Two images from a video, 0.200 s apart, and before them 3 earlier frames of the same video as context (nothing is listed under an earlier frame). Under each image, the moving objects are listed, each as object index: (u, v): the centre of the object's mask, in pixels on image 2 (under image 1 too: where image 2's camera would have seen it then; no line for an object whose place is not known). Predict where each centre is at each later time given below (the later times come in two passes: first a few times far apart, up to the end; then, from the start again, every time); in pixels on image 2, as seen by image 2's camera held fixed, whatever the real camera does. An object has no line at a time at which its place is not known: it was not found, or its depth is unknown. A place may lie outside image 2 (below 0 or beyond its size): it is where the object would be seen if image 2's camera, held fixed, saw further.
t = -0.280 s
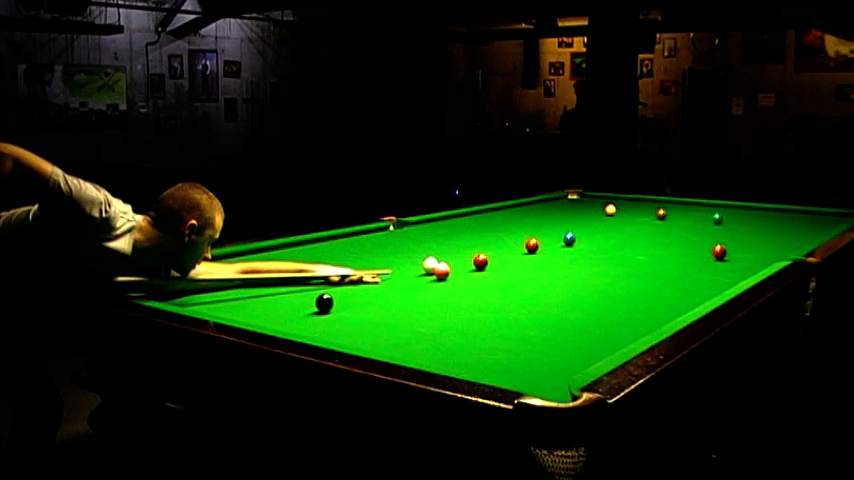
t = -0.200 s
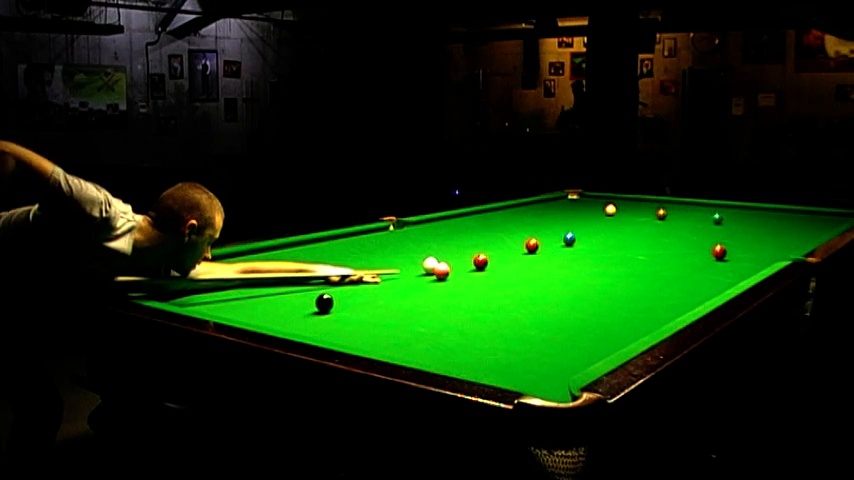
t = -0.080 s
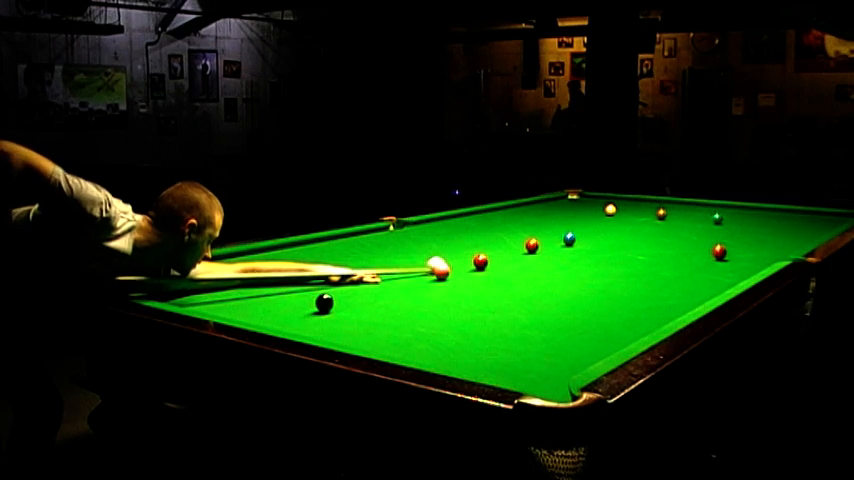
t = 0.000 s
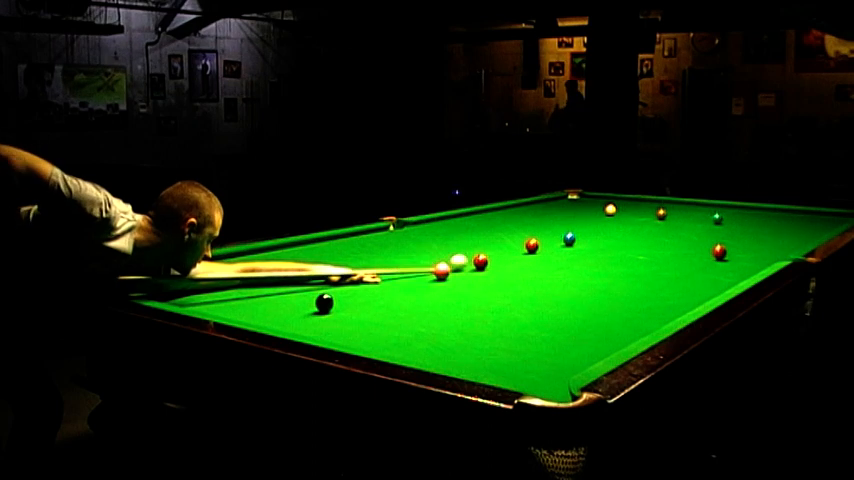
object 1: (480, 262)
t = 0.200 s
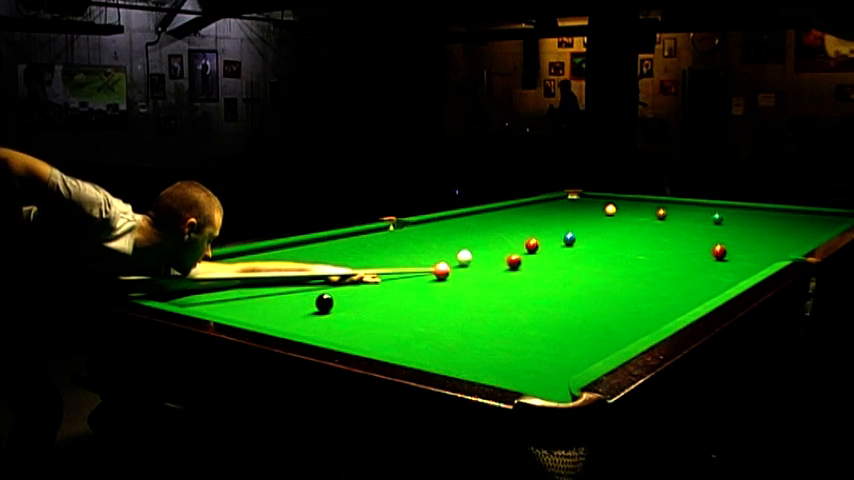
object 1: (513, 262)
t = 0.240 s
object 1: (520, 262)
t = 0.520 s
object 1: (568, 261)
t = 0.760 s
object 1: (606, 261)
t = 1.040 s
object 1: (648, 261)
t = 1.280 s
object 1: (683, 261)
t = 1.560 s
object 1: (721, 261)
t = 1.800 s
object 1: (751, 261)
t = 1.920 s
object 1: (765, 260)
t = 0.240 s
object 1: (520, 262)
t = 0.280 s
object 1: (527, 262)
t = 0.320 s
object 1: (534, 262)
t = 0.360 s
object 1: (541, 262)
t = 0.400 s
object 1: (548, 261)
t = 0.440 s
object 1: (554, 262)
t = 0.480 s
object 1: (561, 261)
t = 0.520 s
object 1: (568, 261)
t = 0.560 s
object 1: (574, 261)
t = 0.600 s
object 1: (580, 261)
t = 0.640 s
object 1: (587, 261)
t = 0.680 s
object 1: (593, 261)
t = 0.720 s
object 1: (600, 261)
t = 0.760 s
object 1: (606, 261)
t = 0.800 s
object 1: (612, 261)
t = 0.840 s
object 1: (618, 261)
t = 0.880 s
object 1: (624, 261)
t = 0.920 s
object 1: (631, 261)
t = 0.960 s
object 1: (636, 261)
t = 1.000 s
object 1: (642, 261)
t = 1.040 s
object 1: (648, 261)
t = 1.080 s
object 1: (654, 261)
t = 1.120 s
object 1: (660, 261)
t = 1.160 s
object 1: (666, 261)
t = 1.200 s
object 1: (671, 261)
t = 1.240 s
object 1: (677, 261)
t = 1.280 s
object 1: (683, 261)
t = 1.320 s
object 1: (689, 261)
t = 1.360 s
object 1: (694, 261)
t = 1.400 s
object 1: (699, 261)
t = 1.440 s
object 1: (705, 261)
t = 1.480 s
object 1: (710, 260)
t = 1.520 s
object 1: (715, 261)
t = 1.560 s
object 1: (721, 261)
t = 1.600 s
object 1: (727, 261)
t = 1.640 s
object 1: (731, 261)
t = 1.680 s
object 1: (737, 261)
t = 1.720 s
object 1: (742, 261)
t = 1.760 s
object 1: (746, 261)
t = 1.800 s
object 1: (751, 261)
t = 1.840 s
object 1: (756, 261)
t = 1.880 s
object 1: (761, 260)
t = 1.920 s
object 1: (765, 260)
